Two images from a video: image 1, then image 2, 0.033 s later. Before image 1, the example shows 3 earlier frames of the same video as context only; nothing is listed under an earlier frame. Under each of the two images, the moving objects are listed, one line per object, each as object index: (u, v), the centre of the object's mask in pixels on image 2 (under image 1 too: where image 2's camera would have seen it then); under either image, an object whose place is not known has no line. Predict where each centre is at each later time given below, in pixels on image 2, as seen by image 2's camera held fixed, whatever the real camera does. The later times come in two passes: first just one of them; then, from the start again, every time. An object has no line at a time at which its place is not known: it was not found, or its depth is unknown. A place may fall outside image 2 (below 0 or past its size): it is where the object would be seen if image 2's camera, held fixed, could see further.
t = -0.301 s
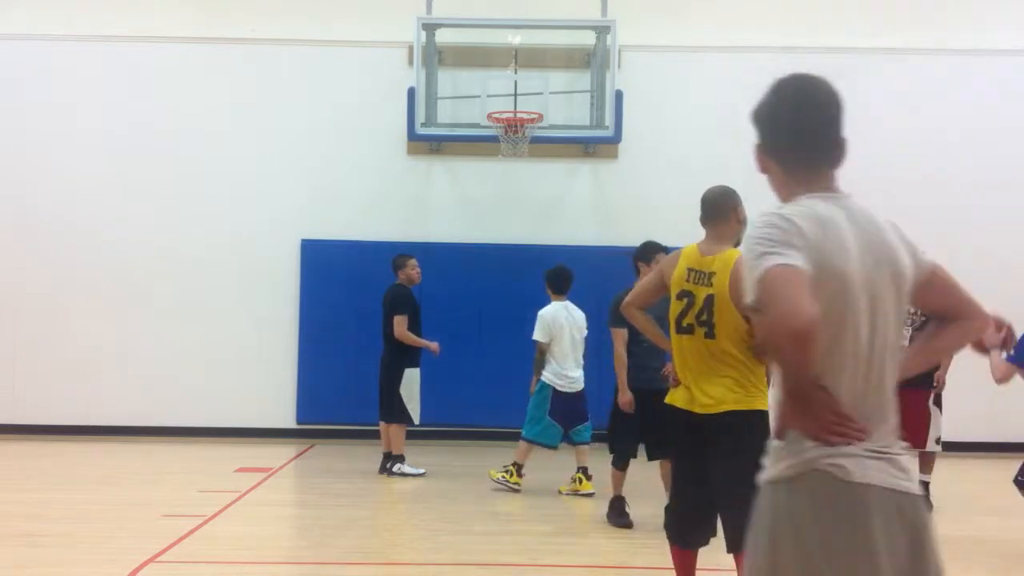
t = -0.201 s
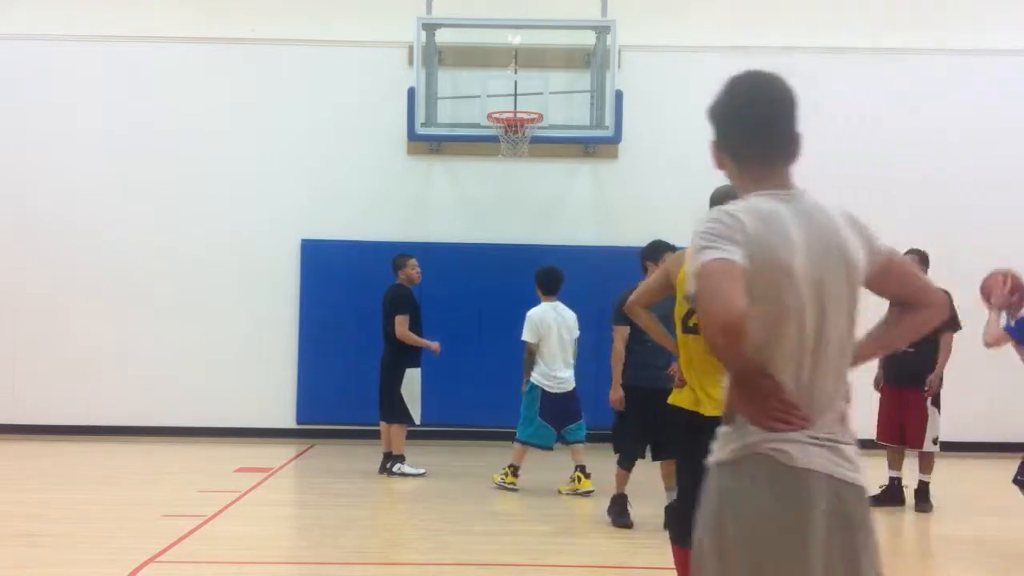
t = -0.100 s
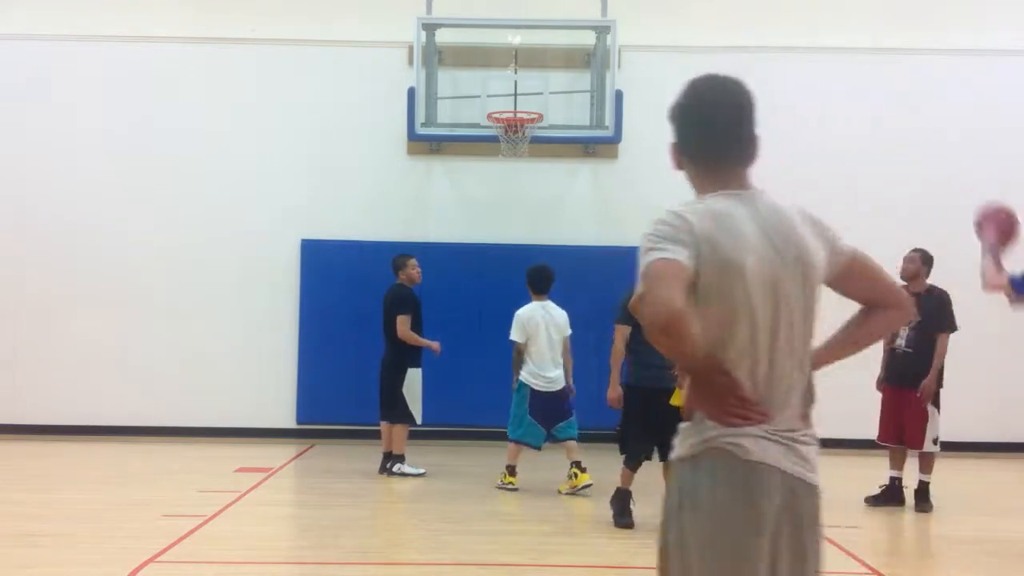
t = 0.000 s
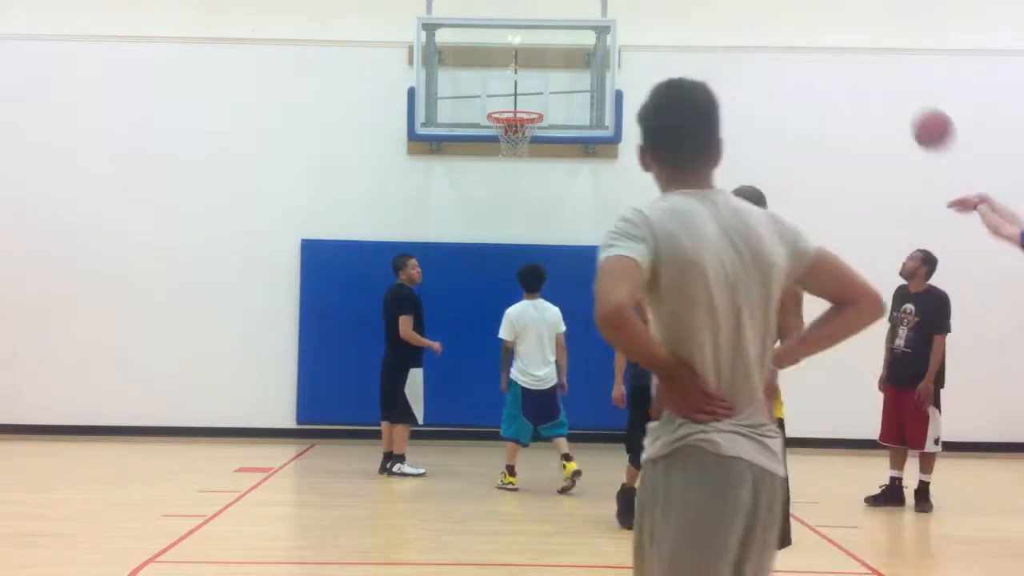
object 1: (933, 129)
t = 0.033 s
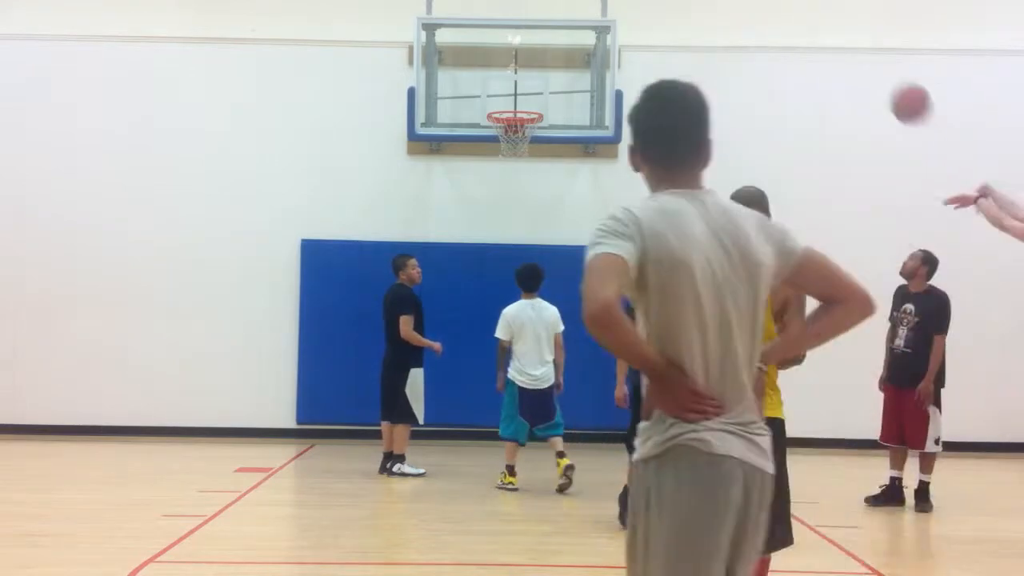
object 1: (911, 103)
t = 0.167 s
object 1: (829, 25)
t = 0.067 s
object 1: (889, 80)
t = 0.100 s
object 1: (869, 60)
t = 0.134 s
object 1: (849, 42)
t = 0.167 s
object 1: (829, 25)
